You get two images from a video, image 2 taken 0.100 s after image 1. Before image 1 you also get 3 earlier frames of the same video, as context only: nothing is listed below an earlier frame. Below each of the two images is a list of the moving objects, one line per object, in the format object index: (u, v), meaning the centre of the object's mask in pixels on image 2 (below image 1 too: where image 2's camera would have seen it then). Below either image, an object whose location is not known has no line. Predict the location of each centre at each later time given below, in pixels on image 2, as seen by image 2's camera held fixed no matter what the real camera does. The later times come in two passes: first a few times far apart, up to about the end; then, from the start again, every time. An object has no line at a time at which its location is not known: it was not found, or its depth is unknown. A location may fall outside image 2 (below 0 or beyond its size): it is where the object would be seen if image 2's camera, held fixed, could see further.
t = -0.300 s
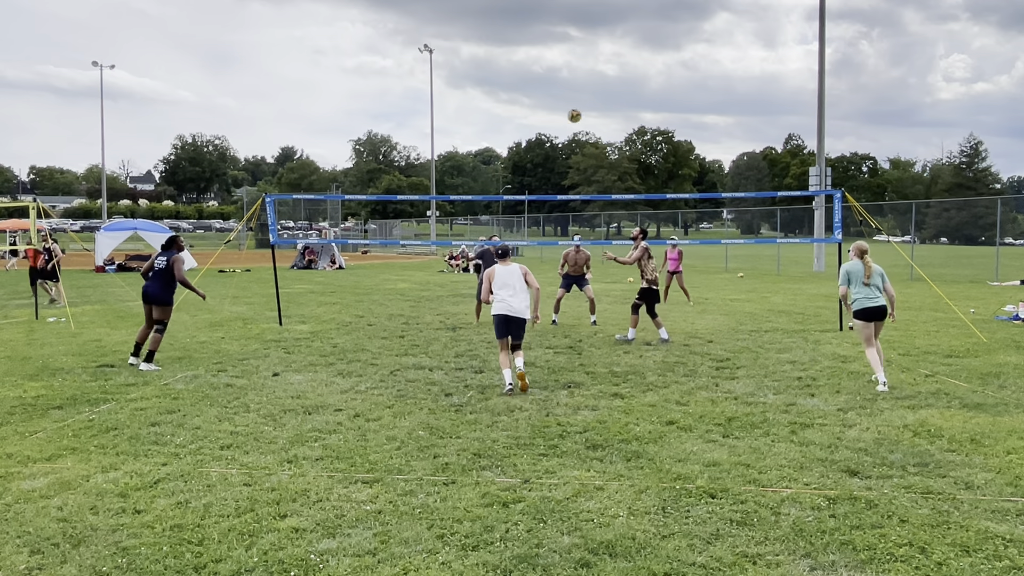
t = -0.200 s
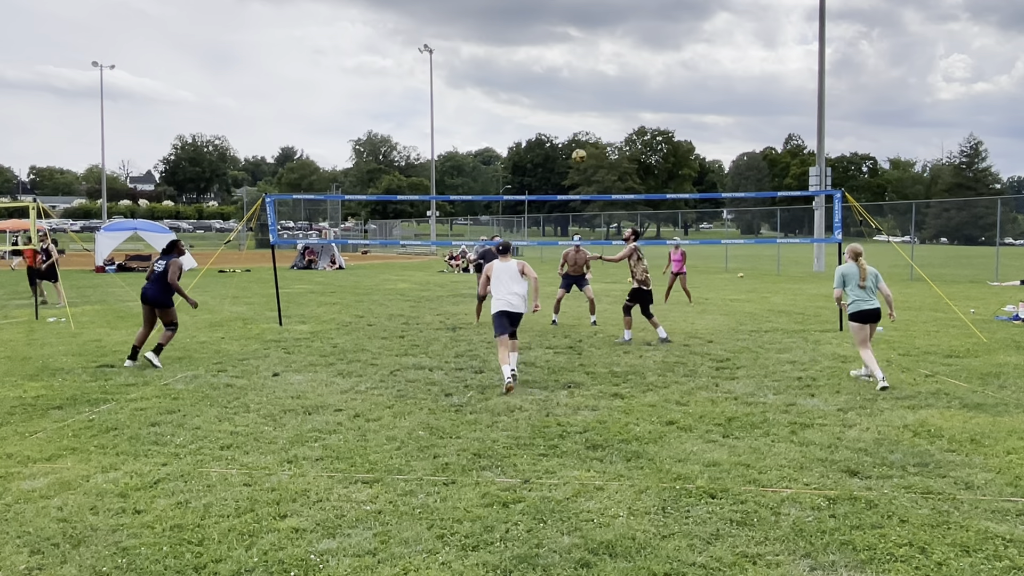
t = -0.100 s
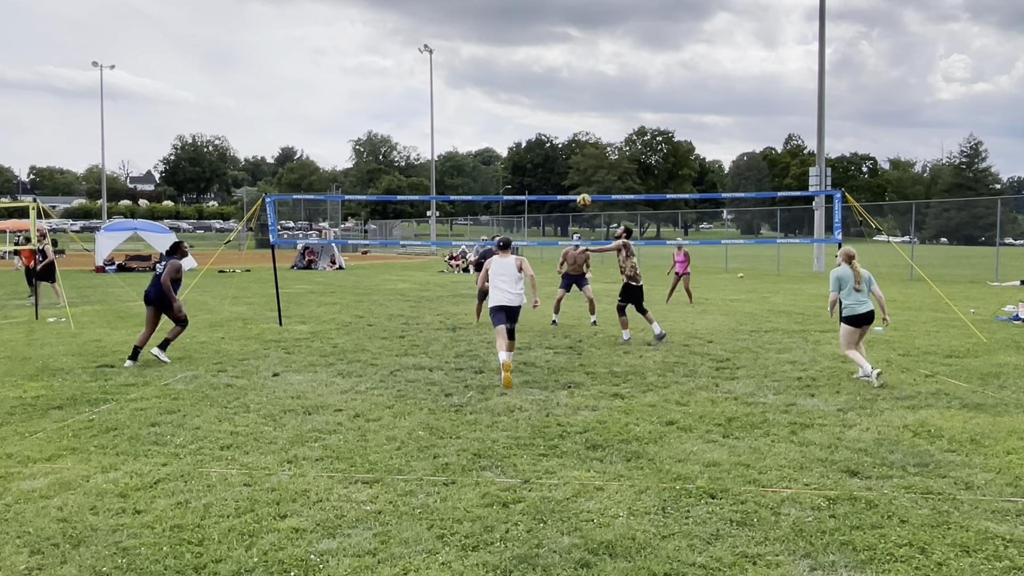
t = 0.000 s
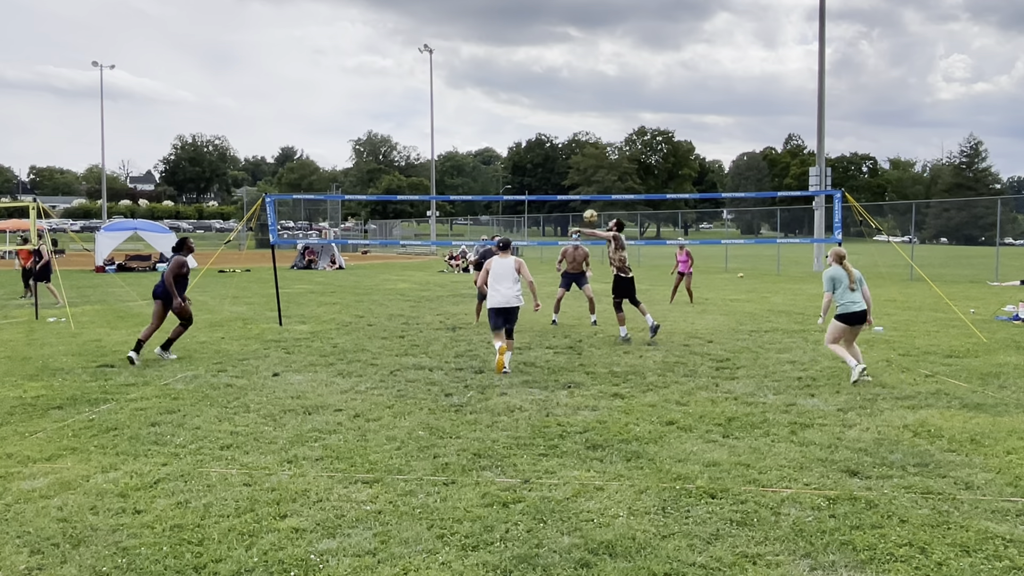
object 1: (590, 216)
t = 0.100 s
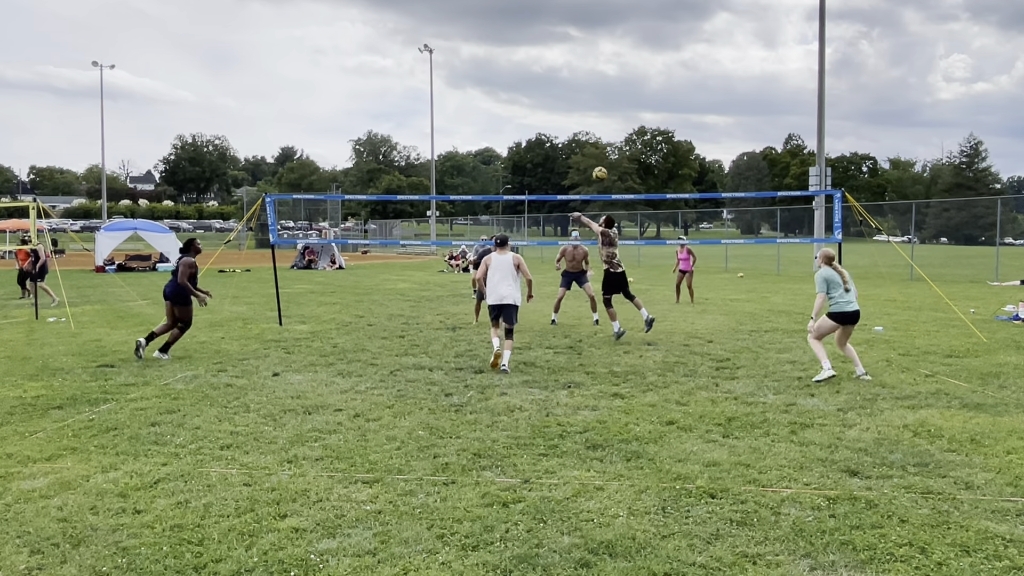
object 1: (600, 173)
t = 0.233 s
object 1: (613, 126)
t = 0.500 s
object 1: (642, 62)
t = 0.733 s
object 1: (670, 43)
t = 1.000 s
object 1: (703, 66)
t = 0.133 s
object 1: (603, 160)
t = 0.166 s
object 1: (607, 149)
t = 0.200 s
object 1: (610, 137)
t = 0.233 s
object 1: (613, 126)
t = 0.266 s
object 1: (617, 116)
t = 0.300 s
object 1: (621, 106)
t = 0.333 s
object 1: (624, 97)
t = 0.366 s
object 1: (628, 89)
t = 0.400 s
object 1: (631, 81)
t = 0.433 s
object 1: (635, 74)
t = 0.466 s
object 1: (639, 68)
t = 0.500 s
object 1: (642, 62)
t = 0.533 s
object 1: (646, 57)
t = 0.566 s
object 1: (650, 53)
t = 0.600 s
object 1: (654, 50)
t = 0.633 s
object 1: (658, 47)
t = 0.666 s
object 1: (662, 45)
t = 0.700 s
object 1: (666, 43)
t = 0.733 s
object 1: (670, 43)
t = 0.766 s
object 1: (674, 43)
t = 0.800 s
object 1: (678, 44)
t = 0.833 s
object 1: (682, 46)
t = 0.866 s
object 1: (687, 48)
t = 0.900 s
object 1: (691, 52)
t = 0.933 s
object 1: (695, 56)
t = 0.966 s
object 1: (699, 61)
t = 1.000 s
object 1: (703, 66)
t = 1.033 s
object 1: (707, 73)
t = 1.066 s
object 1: (712, 80)
